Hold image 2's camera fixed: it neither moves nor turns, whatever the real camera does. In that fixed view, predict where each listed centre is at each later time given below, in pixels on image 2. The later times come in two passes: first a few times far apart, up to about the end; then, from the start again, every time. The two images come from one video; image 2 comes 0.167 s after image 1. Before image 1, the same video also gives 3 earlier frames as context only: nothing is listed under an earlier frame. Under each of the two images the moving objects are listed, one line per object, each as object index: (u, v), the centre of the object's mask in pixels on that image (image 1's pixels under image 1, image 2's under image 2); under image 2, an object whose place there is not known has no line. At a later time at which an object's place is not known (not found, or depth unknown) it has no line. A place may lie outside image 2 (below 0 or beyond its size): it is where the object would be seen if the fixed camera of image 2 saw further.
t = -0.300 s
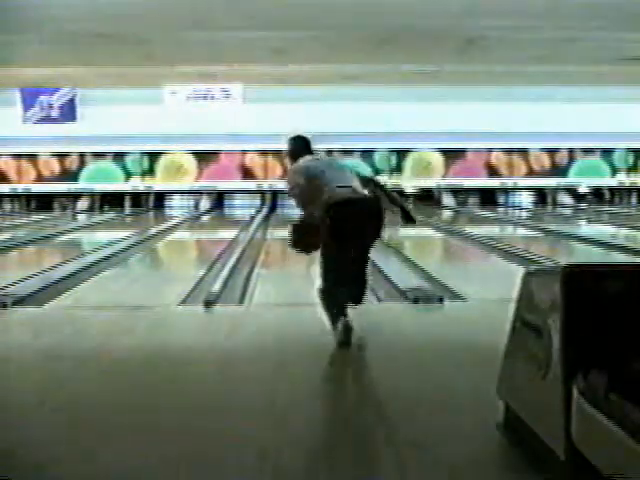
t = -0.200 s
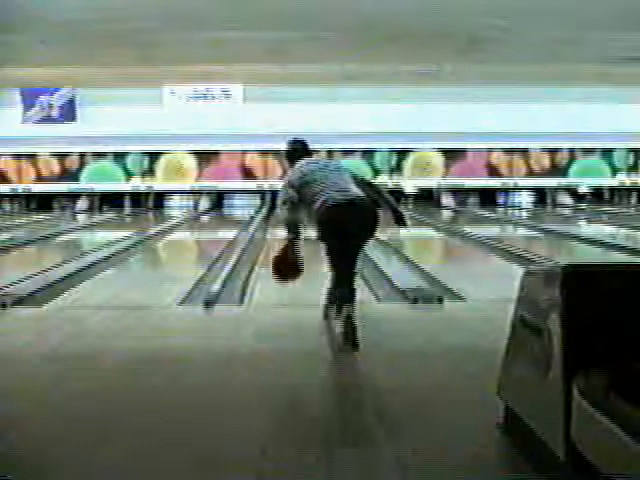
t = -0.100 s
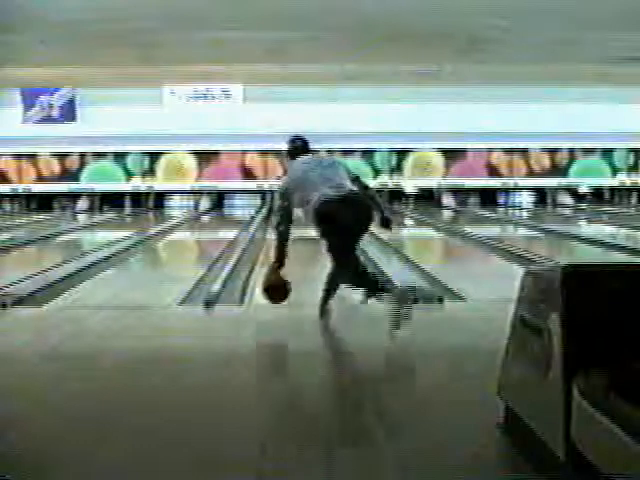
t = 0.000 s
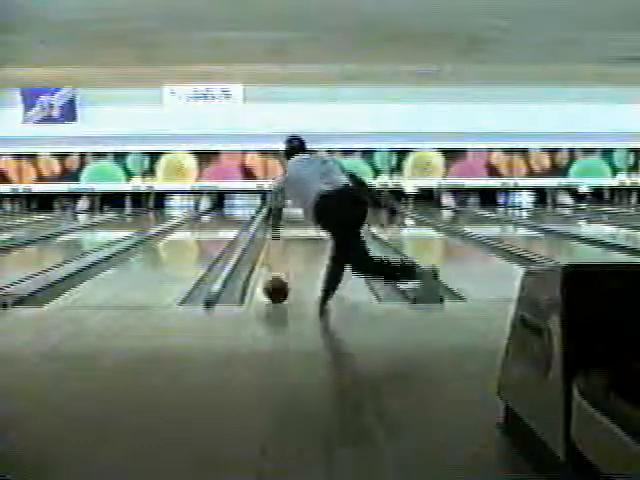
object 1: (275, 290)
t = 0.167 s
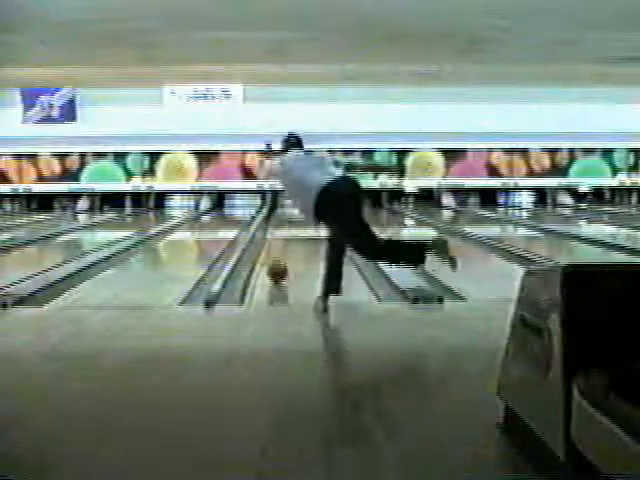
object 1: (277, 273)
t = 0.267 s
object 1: (277, 264)
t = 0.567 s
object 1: (278, 248)
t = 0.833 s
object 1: (279, 236)
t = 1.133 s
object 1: (279, 231)
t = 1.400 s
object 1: (280, 227)
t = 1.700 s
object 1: (280, 221)
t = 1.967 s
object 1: (282, 216)
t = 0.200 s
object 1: (278, 271)
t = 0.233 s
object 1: (278, 267)
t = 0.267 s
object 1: (277, 264)
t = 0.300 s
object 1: (278, 260)
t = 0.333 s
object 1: (277, 258)
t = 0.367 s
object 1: (277, 255)
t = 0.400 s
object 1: (277, 254)
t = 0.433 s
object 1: (277, 253)
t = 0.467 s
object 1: (278, 250)
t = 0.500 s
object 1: (278, 249)
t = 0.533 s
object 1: (278, 248)
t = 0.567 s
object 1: (278, 248)
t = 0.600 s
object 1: (279, 246)
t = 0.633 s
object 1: (279, 245)
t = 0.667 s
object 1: (279, 243)
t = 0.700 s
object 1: (279, 241)
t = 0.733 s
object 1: (279, 240)
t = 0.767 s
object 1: (279, 240)
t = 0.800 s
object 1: (279, 238)
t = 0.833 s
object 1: (279, 236)
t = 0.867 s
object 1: (279, 236)
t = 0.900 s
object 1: (280, 233)
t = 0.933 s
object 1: (279, 233)
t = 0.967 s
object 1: (280, 233)
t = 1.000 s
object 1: (280, 234)
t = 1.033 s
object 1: (280, 233)
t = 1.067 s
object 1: (279, 231)
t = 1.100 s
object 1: (279, 231)
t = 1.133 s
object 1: (279, 231)
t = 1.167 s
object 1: (279, 231)
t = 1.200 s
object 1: (279, 231)
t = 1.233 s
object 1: (279, 231)
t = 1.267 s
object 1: (279, 230)
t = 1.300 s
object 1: (279, 230)
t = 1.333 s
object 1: (279, 226)
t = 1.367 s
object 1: (281, 225)
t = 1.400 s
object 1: (280, 227)
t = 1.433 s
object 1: (281, 226)
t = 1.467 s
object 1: (283, 226)
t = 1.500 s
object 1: (283, 224)
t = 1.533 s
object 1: (281, 225)
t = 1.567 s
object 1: (284, 224)
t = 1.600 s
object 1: (281, 225)
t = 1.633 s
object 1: (281, 224)
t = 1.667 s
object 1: (282, 222)
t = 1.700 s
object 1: (280, 221)
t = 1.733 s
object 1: (280, 220)
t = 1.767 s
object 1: (280, 220)
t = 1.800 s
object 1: (282, 219)
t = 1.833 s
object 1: (282, 218)
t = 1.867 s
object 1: (282, 218)
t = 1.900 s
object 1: (283, 215)
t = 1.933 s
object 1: (282, 216)
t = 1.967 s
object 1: (282, 216)
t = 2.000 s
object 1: (282, 216)
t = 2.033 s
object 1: (282, 215)
